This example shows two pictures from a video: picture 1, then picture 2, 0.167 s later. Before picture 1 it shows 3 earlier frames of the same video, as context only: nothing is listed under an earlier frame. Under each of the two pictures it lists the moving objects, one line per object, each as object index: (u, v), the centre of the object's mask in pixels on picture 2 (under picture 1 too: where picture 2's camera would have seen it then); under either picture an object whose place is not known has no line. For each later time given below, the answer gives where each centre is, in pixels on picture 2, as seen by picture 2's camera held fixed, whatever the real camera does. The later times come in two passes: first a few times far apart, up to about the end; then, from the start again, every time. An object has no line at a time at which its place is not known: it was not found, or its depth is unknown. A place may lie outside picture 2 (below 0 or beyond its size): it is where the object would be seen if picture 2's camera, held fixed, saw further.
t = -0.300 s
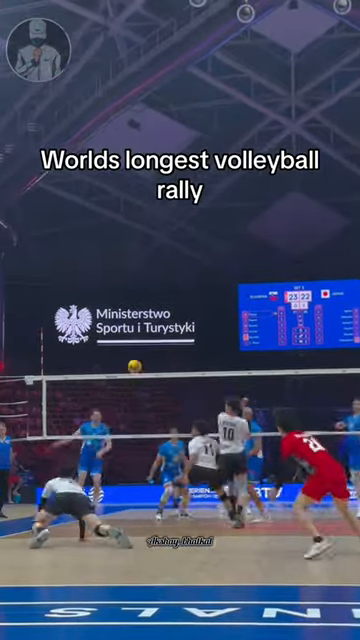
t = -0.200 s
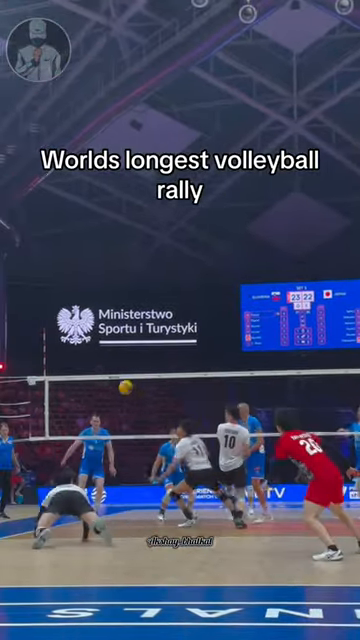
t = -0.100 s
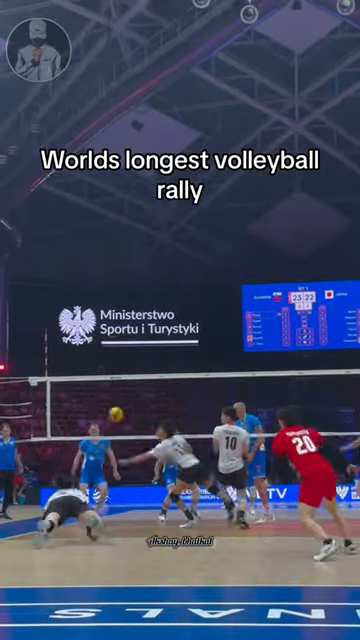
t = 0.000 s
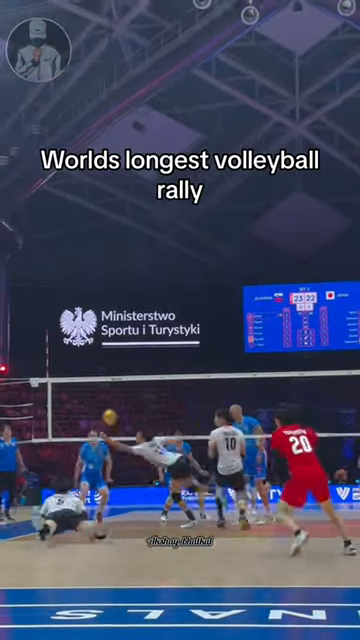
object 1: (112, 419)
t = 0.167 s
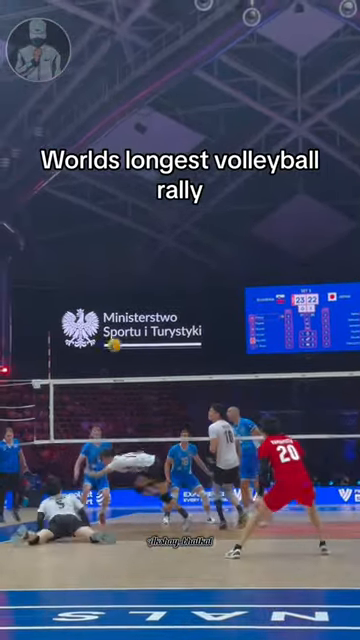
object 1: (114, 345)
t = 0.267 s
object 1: (117, 310)
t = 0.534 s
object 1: (123, 253)
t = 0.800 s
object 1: (131, 239)
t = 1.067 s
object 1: (138, 265)
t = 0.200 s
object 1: (115, 333)
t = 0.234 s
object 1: (116, 321)
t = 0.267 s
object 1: (117, 310)
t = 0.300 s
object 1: (118, 301)
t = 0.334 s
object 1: (118, 292)
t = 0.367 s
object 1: (119, 284)
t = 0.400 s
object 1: (120, 276)
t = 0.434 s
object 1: (121, 269)
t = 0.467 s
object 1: (121, 263)
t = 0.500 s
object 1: (122, 258)
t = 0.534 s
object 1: (123, 253)
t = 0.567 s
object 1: (124, 249)
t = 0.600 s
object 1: (125, 245)
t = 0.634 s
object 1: (126, 242)
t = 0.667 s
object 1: (127, 241)
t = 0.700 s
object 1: (128, 239)
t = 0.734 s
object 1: (129, 239)
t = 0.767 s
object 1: (130, 239)
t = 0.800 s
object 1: (131, 239)
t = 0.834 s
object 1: (132, 240)
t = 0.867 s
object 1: (132, 242)
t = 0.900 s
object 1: (134, 244)
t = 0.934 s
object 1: (135, 247)
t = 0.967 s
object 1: (135, 251)
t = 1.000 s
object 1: (137, 255)
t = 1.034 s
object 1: (137, 260)
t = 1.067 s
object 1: (138, 265)
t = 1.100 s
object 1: (139, 271)
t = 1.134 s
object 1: (140, 278)
